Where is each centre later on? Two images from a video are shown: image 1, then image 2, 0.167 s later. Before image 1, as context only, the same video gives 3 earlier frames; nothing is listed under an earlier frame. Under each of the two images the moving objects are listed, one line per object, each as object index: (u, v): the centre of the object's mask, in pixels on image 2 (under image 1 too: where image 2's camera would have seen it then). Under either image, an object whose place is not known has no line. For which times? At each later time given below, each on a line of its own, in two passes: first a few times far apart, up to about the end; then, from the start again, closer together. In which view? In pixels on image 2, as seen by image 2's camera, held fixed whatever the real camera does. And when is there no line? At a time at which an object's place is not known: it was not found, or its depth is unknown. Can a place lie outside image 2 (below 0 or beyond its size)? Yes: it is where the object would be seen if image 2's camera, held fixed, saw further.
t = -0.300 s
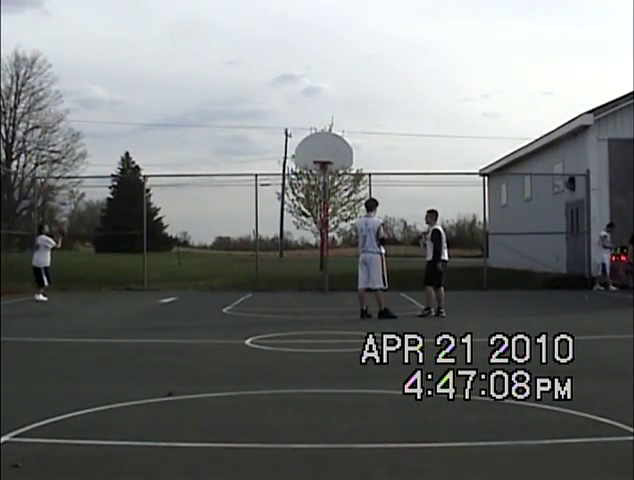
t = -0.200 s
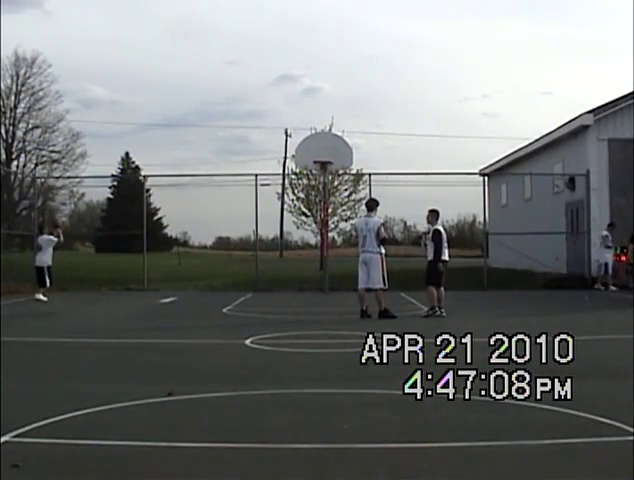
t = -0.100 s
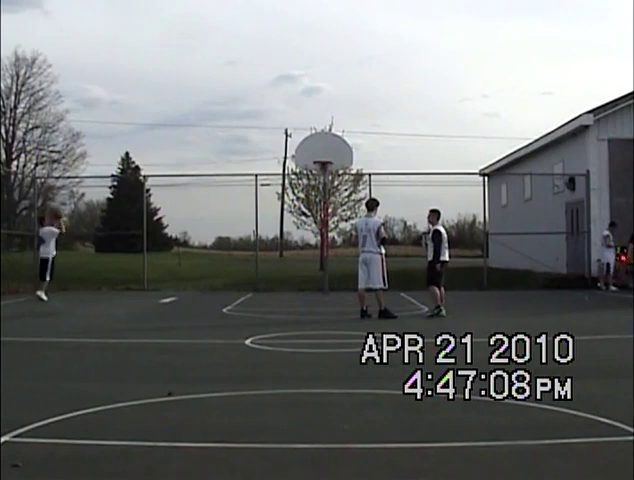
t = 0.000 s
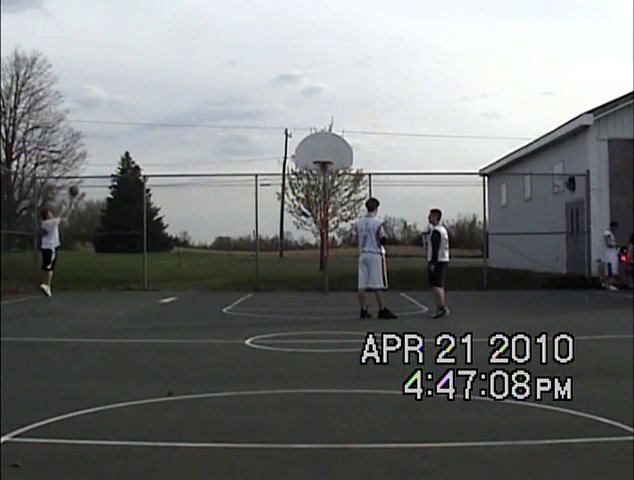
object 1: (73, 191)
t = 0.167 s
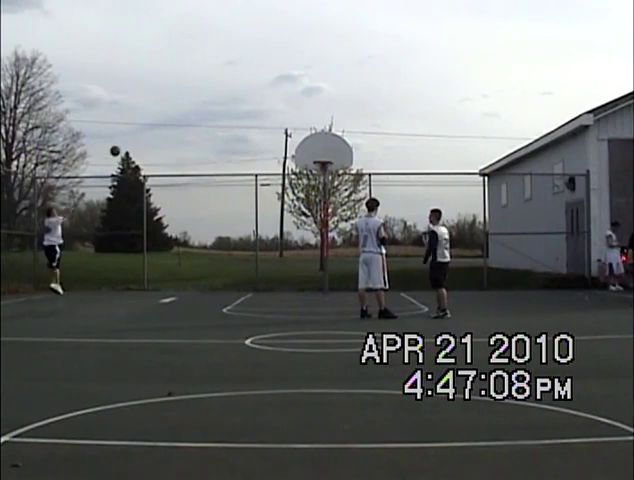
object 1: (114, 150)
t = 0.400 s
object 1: (171, 117)
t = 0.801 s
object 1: (262, 117)
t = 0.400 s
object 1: (171, 117)
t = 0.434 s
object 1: (179, 115)
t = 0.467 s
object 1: (186, 113)
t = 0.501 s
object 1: (194, 111)
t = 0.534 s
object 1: (202, 110)
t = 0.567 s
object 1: (209, 109)
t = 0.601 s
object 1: (217, 109)
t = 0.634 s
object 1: (225, 109)
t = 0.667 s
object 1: (232, 110)
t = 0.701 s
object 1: (240, 111)
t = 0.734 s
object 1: (247, 113)
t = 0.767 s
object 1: (255, 115)
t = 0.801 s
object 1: (262, 117)
